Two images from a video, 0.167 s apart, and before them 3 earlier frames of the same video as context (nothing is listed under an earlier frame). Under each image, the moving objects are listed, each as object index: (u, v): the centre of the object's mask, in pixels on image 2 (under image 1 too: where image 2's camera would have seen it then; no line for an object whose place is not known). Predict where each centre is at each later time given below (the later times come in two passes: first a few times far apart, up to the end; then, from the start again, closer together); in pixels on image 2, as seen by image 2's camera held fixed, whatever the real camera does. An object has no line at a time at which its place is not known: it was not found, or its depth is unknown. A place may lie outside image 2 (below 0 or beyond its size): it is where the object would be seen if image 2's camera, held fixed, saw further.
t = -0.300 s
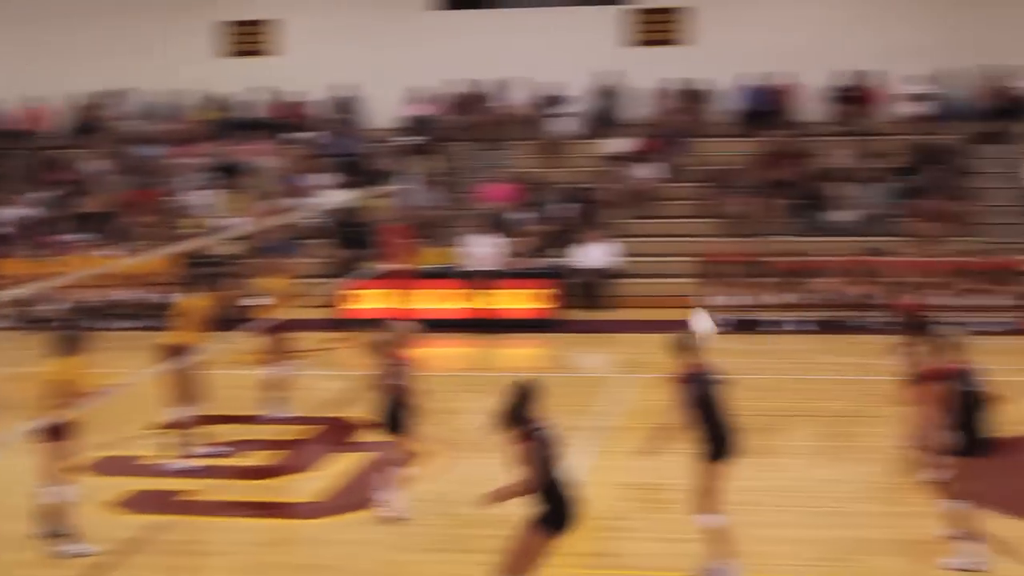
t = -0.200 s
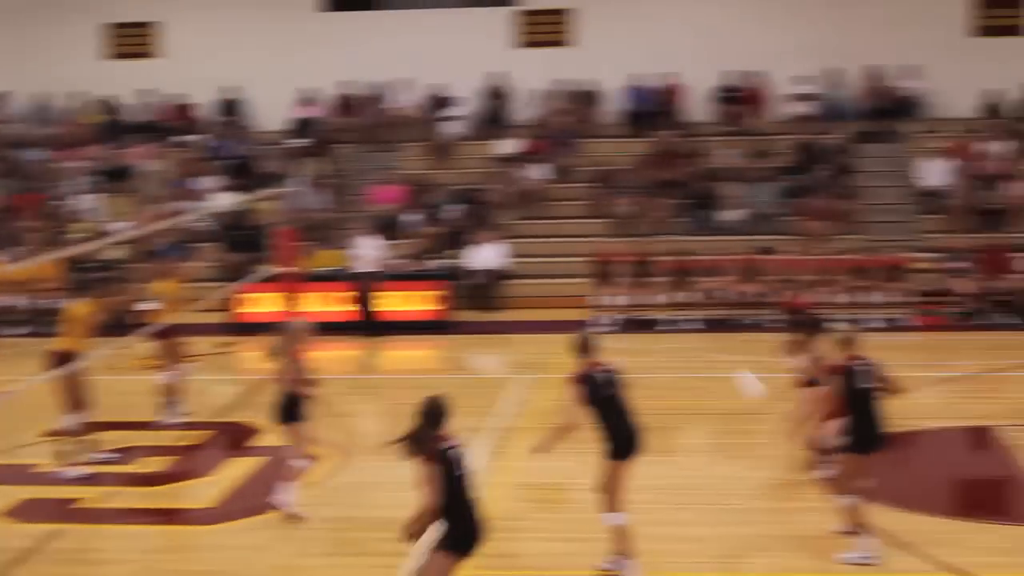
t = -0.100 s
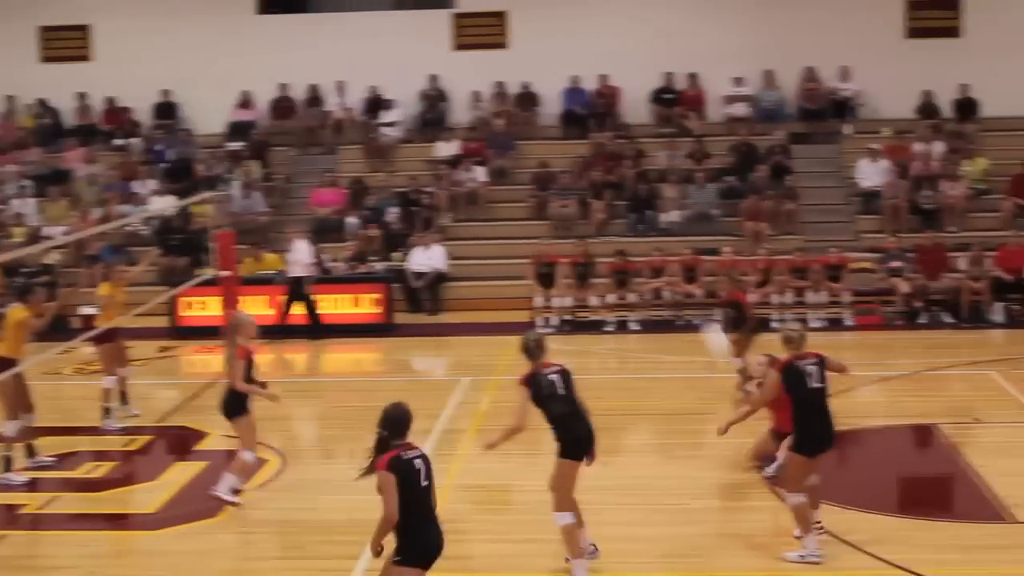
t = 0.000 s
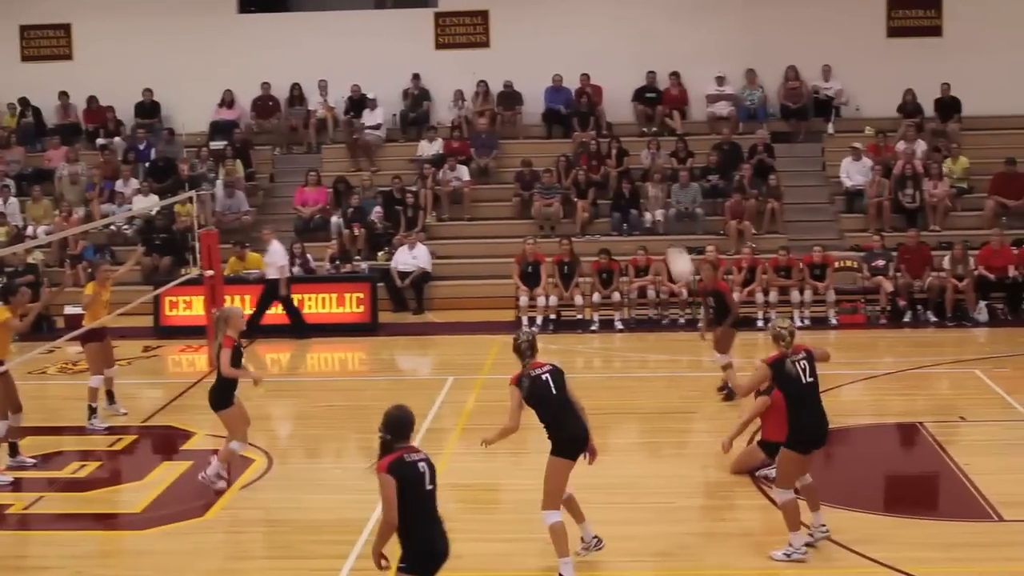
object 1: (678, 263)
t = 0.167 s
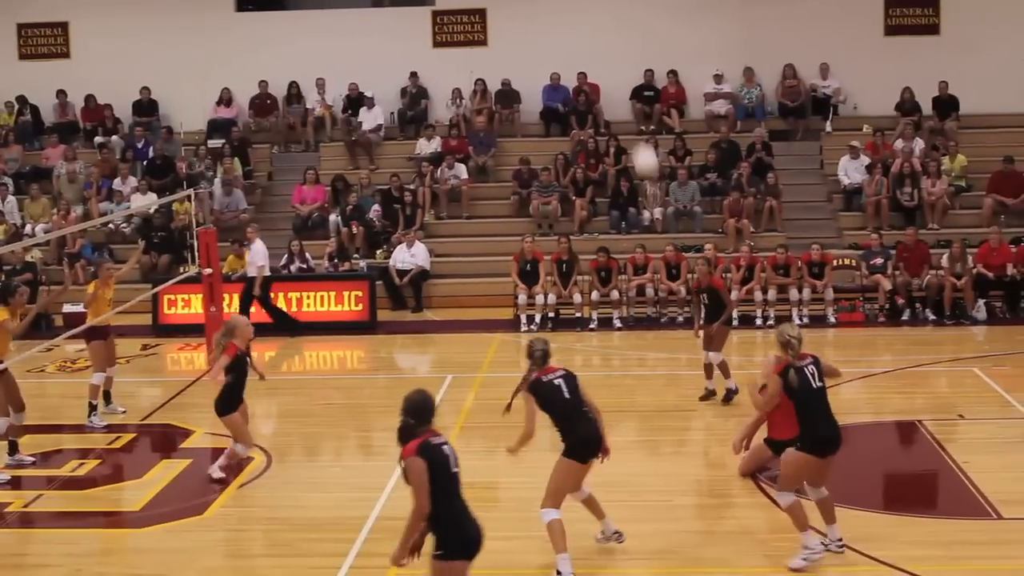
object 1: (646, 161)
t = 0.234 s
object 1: (632, 129)
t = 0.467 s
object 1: (590, 47)
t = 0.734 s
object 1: (544, 35)
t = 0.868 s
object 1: (527, 57)
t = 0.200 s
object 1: (638, 145)
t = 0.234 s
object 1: (632, 129)
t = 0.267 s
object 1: (626, 114)
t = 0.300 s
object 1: (620, 94)
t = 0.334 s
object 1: (615, 82)
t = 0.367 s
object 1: (608, 71)
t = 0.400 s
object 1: (601, 61)
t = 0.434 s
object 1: (597, 54)
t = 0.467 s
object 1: (590, 47)
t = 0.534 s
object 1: (578, 37)
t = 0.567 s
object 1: (572, 34)
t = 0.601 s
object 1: (566, 32)
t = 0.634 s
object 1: (560, 30)
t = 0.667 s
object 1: (556, 29)
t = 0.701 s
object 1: (550, 32)
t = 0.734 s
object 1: (544, 35)
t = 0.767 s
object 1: (540, 39)
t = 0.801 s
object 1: (535, 44)
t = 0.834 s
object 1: (531, 49)
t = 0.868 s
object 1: (527, 57)
